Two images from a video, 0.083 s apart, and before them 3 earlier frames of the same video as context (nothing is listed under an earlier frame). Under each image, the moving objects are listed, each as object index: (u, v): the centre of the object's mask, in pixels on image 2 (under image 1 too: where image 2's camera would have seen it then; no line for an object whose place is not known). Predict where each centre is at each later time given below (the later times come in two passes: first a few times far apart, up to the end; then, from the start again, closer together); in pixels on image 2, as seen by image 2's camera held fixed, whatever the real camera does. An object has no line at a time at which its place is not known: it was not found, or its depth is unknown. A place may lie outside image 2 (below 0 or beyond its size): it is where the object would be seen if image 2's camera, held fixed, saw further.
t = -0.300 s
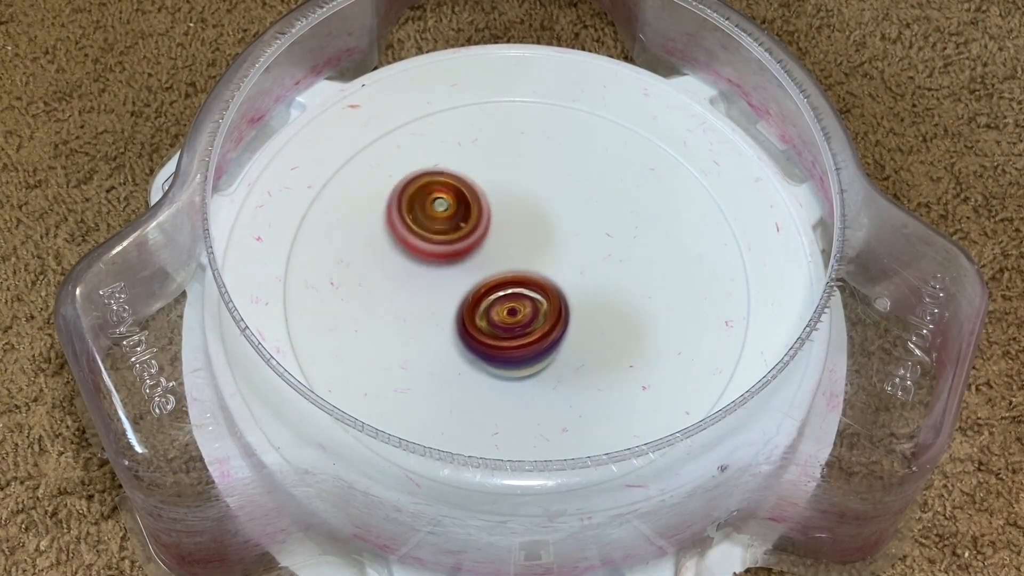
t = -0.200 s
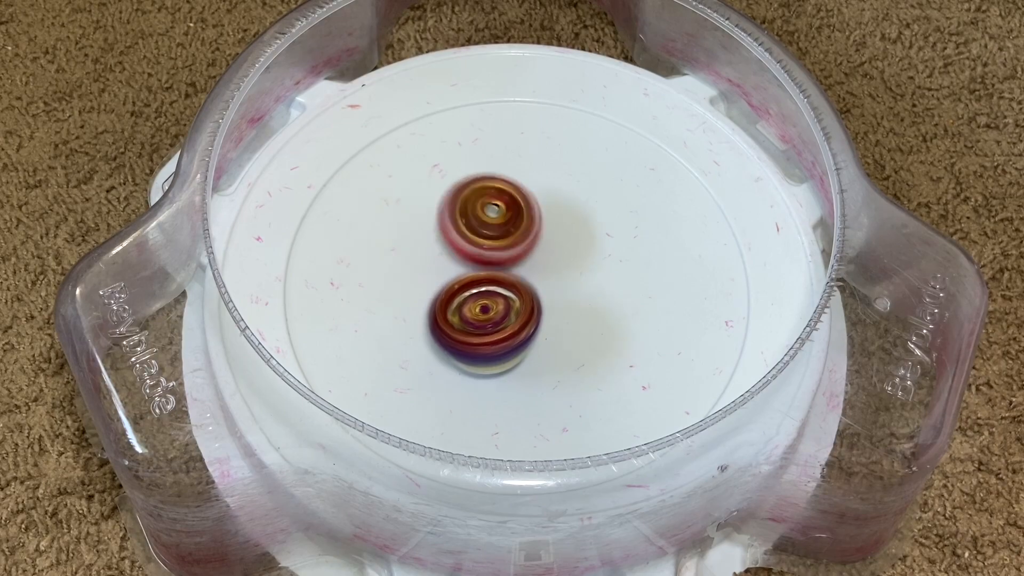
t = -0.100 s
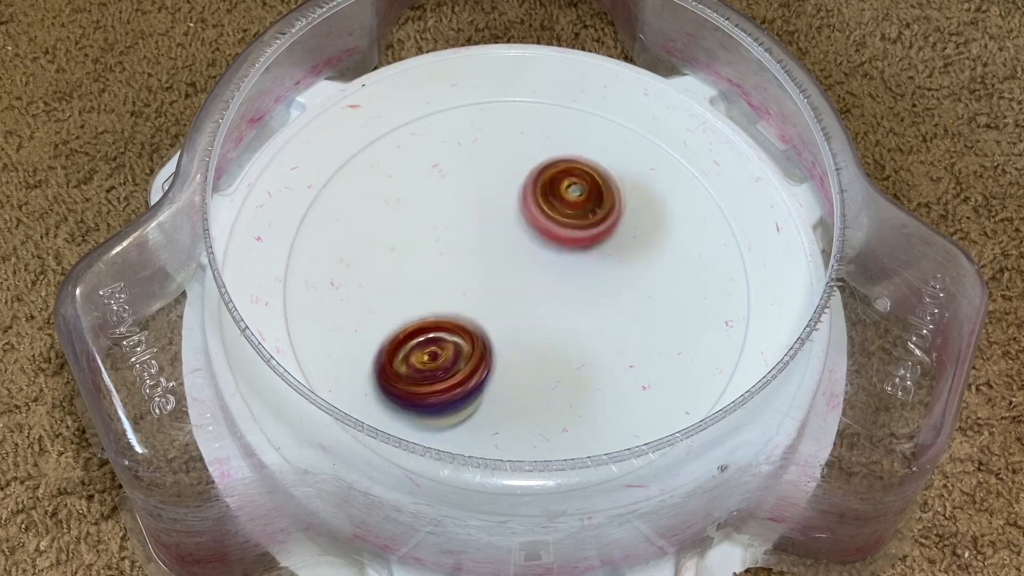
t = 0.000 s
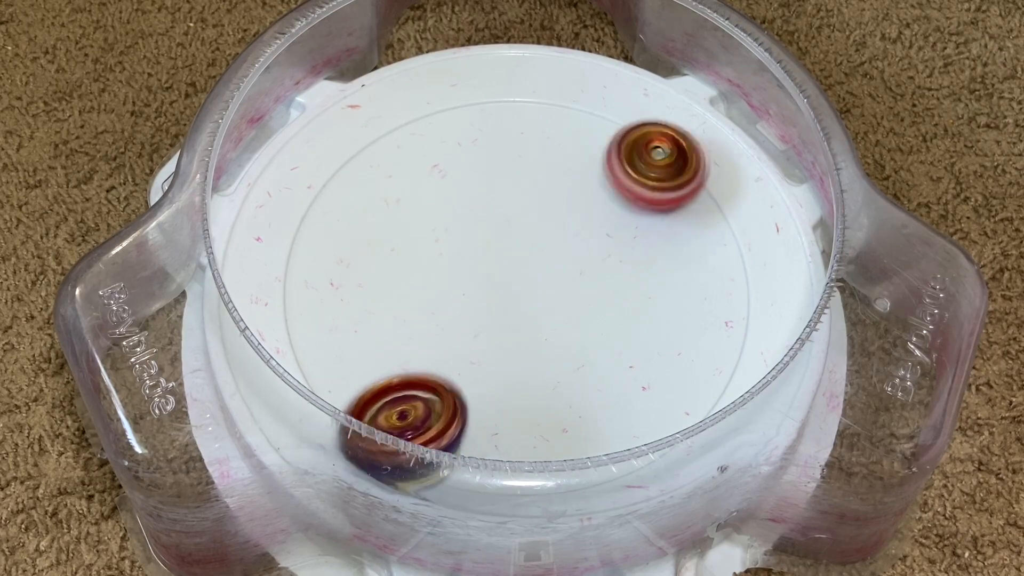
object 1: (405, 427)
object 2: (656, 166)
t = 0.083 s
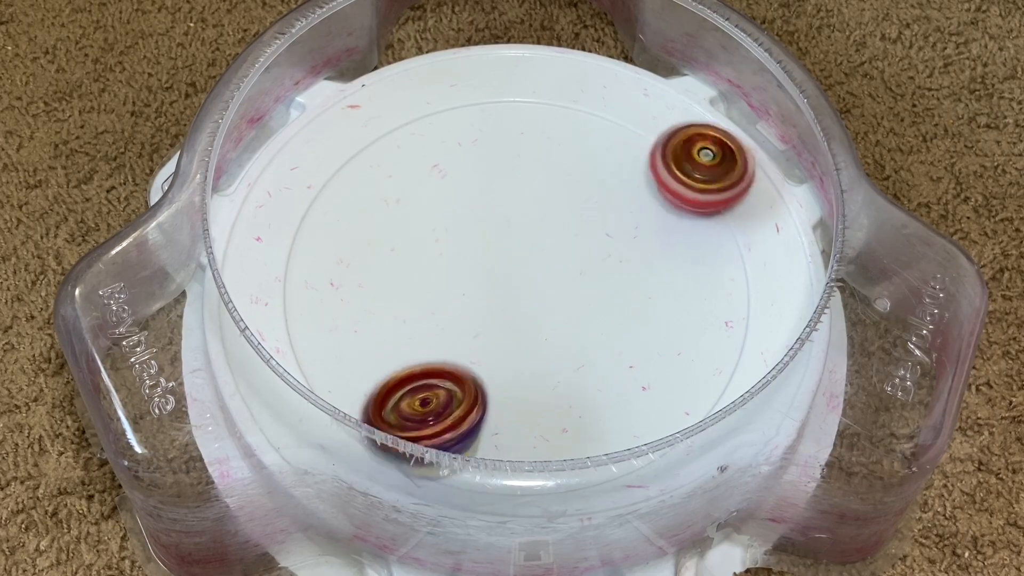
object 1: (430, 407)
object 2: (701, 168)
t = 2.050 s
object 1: (552, 328)
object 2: (592, 141)
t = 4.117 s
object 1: (440, 341)
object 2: (472, 240)
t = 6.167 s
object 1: (499, 411)
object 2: (321, 228)
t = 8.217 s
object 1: (294, 257)
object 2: (488, 192)
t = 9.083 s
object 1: (589, 361)
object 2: (456, 280)
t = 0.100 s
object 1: (434, 404)
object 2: (707, 173)
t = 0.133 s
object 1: (446, 395)
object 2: (715, 186)
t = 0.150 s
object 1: (453, 387)
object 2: (717, 194)
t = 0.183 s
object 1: (471, 369)
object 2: (717, 214)
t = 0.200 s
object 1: (480, 360)
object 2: (716, 224)
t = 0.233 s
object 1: (499, 344)
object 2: (707, 249)
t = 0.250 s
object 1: (508, 337)
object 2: (700, 263)
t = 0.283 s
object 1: (525, 321)
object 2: (683, 293)
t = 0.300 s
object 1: (532, 314)
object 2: (671, 307)
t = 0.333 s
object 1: (542, 298)
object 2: (650, 339)
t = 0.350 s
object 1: (535, 287)
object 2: (649, 358)
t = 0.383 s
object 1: (520, 265)
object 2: (640, 395)
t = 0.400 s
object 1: (512, 255)
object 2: (630, 407)
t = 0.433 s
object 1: (496, 238)
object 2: (614, 450)
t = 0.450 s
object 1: (488, 229)
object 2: (595, 451)
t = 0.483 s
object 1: (470, 214)
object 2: (552, 461)
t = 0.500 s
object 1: (461, 207)
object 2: (529, 459)
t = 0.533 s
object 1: (442, 194)
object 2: (479, 450)
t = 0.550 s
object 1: (433, 189)
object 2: (453, 448)
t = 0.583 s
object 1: (413, 179)
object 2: (406, 429)
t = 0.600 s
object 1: (402, 174)
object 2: (383, 416)
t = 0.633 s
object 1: (382, 168)
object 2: (341, 383)
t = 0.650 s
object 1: (371, 166)
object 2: (332, 358)
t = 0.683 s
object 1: (352, 164)
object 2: (303, 317)
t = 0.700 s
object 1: (345, 165)
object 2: (294, 294)
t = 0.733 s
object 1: (335, 167)
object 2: (289, 246)
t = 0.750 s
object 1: (347, 138)
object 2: (288, 254)
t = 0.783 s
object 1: (376, 89)
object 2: (285, 283)
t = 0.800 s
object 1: (390, 73)
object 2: (289, 302)
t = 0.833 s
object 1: (437, 60)
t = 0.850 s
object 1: (459, 54)
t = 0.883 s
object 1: (502, 48)
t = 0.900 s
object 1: (524, 49)
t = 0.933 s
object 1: (566, 54)
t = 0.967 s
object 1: (602, 61)
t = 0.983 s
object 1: (617, 69)
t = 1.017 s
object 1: (640, 91)
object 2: (341, 452)
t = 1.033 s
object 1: (648, 101)
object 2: (343, 465)
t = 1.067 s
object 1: (662, 128)
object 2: (365, 457)
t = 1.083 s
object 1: (668, 143)
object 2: (374, 456)
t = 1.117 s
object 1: (673, 177)
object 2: (392, 448)
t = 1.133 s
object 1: (673, 192)
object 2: (403, 441)
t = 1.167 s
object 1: (672, 224)
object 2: (421, 435)
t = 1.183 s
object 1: (671, 238)
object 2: (431, 426)
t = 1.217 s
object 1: (665, 267)
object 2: (451, 410)
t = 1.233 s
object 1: (660, 281)
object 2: (459, 406)
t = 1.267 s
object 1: (652, 305)
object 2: (476, 388)
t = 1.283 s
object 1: (647, 315)
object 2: (484, 377)
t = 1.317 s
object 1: (635, 333)
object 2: (500, 355)
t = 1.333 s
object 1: (630, 339)
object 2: (507, 343)
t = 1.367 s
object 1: (621, 351)
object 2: (517, 319)
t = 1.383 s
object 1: (626, 354)
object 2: (516, 306)
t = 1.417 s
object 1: (633, 362)
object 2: (509, 280)
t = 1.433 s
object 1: (635, 365)
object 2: (505, 268)
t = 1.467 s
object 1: (633, 364)
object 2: (500, 245)
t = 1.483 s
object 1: (630, 363)
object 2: (498, 235)
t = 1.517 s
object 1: (625, 358)
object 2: (495, 215)
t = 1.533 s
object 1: (621, 356)
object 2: (495, 206)
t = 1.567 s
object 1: (617, 348)
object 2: (495, 191)
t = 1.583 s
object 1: (614, 343)
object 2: (496, 185)
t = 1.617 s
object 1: (610, 336)
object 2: (499, 175)
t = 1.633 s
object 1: (607, 331)
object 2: (501, 170)
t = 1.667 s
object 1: (602, 318)
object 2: (507, 167)
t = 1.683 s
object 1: (599, 315)
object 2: (511, 166)
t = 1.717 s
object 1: (592, 305)
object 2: (519, 167)
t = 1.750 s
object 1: (586, 295)
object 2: (530, 171)
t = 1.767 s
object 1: (582, 291)
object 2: (536, 175)
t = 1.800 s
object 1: (574, 282)
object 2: (548, 184)
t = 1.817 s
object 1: (570, 277)
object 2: (554, 188)
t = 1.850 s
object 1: (569, 290)
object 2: (562, 176)
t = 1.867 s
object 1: (569, 298)
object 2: (564, 167)
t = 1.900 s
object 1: (568, 312)
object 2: (570, 153)
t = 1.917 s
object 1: (567, 317)
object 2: (572, 148)
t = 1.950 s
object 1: (562, 325)
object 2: (578, 140)
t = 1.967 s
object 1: (561, 328)
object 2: (580, 137)
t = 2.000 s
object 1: (556, 330)
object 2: (585, 136)
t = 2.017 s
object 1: (554, 331)
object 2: (588, 136)
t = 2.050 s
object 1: (552, 328)
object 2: (592, 141)
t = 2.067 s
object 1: (550, 326)
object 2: (594, 145)
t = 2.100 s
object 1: (548, 323)
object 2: (598, 155)
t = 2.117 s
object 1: (547, 320)
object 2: (600, 161)
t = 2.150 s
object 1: (546, 316)
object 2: (601, 176)
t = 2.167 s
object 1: (545, 313)
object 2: (602, 185)
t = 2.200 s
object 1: (544, 308)
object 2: (602, 203)
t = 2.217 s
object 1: (544, 305)
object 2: (601, 213)
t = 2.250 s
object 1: (539, 305)
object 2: (603, 228)
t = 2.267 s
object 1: (536, 308)
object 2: (606, 232)
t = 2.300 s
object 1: (528, 312)
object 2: (612, 239)
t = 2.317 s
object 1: (525, 313)
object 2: (615, 242)
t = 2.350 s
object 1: (520, 314)
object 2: (621, 250)
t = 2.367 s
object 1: (518, 315)
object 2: (624, 255)
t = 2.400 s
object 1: (516, 314)
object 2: (630, 266)
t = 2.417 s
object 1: (516, 312)
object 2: (631, 272)
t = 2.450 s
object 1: (515, 311)
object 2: (629, 286)
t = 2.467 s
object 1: (514, 309)
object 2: (625, 292)
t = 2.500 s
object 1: (478, 312)
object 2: (646, 296)
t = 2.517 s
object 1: (457, 313)
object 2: (660, 296)
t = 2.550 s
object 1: (415, 314)
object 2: (683, 296)
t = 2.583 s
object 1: (381, 316)
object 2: (697, 298)
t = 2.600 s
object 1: (366, 316)
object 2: (700, 299)
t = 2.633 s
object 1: (344, 318)
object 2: (700, 304)
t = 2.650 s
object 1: (334, 320)
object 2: (697, 307)
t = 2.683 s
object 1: (324, 323)
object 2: (685, 314)
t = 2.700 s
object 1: (320, 324)
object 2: (676, 317)
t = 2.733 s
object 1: (319, 328)
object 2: (649, 324)
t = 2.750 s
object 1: (319, 329)
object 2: (633, 325)
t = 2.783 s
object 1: (324, 332)
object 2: (598, 324)
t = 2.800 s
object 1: (328, 333)
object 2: (579, 321)
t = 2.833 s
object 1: (340, 336)
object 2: (543, 312)
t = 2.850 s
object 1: (346, 337)
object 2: (526, 305)
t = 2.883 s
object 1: (363, 338)
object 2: (492, 289)
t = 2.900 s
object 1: (372, 338)
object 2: (477, 281)
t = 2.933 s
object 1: (390, 337)
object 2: (449, 259)
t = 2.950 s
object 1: (400, 336)
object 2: (437, 248)
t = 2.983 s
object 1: (418, 337)
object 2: (416, 223)
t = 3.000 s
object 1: (426, 336)
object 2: (407, 209)
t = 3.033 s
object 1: (444, 332)
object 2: (395, 184)
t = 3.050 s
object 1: (451, 329)
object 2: (391, 171)
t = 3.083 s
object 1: (464, 322)
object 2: (387, 148)
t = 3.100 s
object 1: (470, 318)
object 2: (386, 137)
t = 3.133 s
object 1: (479, 308)
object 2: (389, 119)
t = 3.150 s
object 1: (483, 303)
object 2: (393, 109)
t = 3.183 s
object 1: (488, 291)
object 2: (405, 98)
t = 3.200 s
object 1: (490, 284)
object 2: (415, 100)
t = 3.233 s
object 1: (492, 272)
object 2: (437, 104)
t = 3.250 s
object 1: (493, 266)
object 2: (448, 108)
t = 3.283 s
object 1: (495, 255)
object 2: (472, 117)
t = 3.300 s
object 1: (495, 248)
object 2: (484, 122)
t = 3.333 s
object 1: (498, 235)
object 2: (509, 135)
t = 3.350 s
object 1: (497, 232)
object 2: (522, 142)
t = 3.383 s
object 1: (487, 245)
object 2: (554, 133)
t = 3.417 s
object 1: (478, 264)
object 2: (587, 118)
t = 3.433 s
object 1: (472, 274)
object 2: (603, 112)
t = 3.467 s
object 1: (464, 291)
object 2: (631, 110)
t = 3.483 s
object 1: (462, 298)
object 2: (641, 118)
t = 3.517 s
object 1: (458, 308)
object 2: (660, 141)
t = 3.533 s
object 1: (459, 311)
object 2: (666, 153)
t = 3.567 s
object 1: (464, 317)
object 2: (673, 181)
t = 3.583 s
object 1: (469, 319)
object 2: (674, 196)
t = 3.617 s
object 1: (481, 323)
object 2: (668, 229)
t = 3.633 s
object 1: (488, 325)
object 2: (662, 246)
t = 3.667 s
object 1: (505, 329)
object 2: (642, 278)
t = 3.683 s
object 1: (515, 331)
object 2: (631, 293)
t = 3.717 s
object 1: (501, 342)
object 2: (632, 304)
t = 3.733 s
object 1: (481, 355)
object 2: (643, 301)
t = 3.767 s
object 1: (444, 377)
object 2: (662, 296)
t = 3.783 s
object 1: (427, 388)
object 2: (668, 294)
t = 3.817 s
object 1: (402, 396)
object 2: (675, 288)
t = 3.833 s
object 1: (385, 410)
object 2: (677, 287)
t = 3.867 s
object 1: (375, 415)
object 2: (672, 282)
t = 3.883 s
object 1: (375, 410)
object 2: (668, 281)
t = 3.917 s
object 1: (378, 408)
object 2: (654, 280)
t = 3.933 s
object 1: (387, 392)
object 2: (644, 279)
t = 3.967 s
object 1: (393, 388)
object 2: (620, 280)
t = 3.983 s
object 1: (397, 385)
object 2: (606, 280)
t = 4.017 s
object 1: (408, 374)
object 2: (572, 278)
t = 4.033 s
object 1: (415, 368)
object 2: (553, 276)
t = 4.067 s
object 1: (430, 354)
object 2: (517, 269)
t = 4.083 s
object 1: (436, 347)
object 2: (499, 264)
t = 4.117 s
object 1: (440, 341)
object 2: (472, 240)
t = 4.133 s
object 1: (441, 339)
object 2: (462, 226)
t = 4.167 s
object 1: (442, 335)
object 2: (443, 197)
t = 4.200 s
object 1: (444, 331)
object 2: (430, 168)
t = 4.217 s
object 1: (444, 328)
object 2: (425, 154)
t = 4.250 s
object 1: (444, 323)
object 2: (421, 127)
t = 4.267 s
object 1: (444, 321)
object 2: (420, 116)
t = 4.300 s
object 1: (443, 315)
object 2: (423, 94)
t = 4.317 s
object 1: (442, 311)
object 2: (431, 91)
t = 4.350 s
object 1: (440, 304)
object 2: (446, 93)
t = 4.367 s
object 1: (439, 300)
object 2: (455, 96)
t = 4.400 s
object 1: (435, 291)
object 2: (473, 104)
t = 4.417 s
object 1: (434, 286)
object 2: (483, 108)
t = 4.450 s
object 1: (430, 276)
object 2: (502, 121)
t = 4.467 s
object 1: (428, 270)
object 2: (512, 128)
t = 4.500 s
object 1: (425, 259)
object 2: (530, 143)
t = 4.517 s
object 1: (423, 252)
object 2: (539, 150)
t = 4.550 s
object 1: (421, 239)
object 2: (553, 167)
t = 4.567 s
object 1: (420, 233)
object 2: (558, 177)
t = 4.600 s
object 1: (419, 220)
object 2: (565, 199)
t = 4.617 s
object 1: (418, 213)
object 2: (567, 210)
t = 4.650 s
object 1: (418, 201)
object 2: (566, 234)
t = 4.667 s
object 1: (418, 194)
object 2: (564, 246)
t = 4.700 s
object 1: (421, 182)
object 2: (556, 269)
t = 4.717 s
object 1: (423, 174)
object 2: (550, 281)
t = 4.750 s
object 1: (426, 163)
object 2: (534, 302)
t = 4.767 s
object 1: (428, 159)
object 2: (525, 313)
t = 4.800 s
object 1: (433, 151)
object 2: (503, 330)
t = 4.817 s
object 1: (434, 146)
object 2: (492, 337)
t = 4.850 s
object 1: (440, 138)
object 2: (465, 348)
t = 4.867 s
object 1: (443, 135)
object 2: (454, 352)
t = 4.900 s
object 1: (450, 131)
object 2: (425, 356)
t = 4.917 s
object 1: (455, 129)
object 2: (413, 355)
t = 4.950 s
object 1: (464, 126)
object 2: (385, 352)
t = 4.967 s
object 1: (468, 125)
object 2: (373, 348)
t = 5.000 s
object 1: (479, 124)
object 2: (349, 338)
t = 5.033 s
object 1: (491, 125)
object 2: (328, 323)
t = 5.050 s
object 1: (497, 127)
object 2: (320, 315)
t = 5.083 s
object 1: (511, 130)
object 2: (306, 296)
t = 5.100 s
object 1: (519, 133)
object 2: (301, 285)
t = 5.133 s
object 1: (533, 138)
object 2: (294, 263)
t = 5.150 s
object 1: (541, 140)
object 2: (293, 251)
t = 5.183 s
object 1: (557, 147)
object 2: (303, 228)
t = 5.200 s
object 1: (565, 150)
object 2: (310, 216)
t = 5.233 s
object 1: (580, 158)
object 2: (328, 192)
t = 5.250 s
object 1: (589, 162)
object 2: (340, 182)
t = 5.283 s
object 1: (603, 170)
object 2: (370, 163)
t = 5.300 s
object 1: (610, 174)
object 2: (386, 158)
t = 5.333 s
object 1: (624, 183)
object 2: (424, 150)
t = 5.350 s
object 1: (630, 188)
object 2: (444, 149)
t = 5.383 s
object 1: (644, 198)
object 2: (483, 150)
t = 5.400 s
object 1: (651, 202)
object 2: (503, 153)
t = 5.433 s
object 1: (662, 213)
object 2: (542, 163)
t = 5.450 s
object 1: (666, 217)
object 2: (561, 170)
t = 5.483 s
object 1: (682, 231)
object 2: (591, 182)
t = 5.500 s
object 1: (695, 241)
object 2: (597, 186)
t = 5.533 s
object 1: (722, 261)
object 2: (609, 195)
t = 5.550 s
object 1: (735, 270)
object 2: (615, 201)
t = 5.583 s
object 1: (746, 287)
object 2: (623, 218)
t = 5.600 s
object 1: (748, 297)
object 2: (628, 228)
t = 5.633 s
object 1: (750, 312)
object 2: (634, 250)
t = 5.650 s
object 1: (750, 319)
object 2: (637, 262)
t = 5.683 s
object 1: (748, 330)
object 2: (639, 290)
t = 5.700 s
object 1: (746, 336)
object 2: (639, 305)
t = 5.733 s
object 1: (750, 353)
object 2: (631, 335)
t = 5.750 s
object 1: (749, 358)
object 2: (626, 350)
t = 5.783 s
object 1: (743, 368)
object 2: (607, 379)
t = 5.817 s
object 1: (735, 377)
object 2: (581, 404)
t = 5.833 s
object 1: (729, 381)
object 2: (565, 412)
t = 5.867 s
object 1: (718, 390)
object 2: (526, 422)
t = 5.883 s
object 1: (711, 393)
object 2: (508, 424)
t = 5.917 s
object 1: (694, 399)
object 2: (462, 437)
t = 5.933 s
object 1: (684, 402)
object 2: (440, 434)
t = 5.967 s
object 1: (660, 401)
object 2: (400, 419)
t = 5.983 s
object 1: (650, 404)
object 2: (381, 411)
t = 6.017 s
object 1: (627, 410)
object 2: (355, 378)
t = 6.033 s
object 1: (616, 413)
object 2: (341, 364)
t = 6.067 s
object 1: (589, 418)
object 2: (316, 335)
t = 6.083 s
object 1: (575, 418)
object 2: (308, 318)
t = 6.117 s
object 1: (545, 418)
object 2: (305, 281)
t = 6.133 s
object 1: (530, 416)
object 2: (307, 263)
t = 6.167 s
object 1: (499, 411)
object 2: (321, 228)
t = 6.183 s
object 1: (483, 406)
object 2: (331, 213)
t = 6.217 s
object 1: (454, 397)
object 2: (356, 184)
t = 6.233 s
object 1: (440, 392)
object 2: (371, 171)
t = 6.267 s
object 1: (414, 381)
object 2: (405, 150)
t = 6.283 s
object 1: (401, 374)
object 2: (422, 142)
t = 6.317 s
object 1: (378, 359)
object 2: (460, 130)
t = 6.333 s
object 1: (369, 352)
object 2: (479, 125)
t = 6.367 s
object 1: (352, 337)
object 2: (519, 121)
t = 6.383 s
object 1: (344, 329)
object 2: (539, 122)
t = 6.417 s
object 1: (332, 314)
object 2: (577, 125)
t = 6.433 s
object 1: (328, 306)
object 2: (596, 128)
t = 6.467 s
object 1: (321, 292)
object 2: (632, 139)
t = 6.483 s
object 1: (318, 284)
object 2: (650, 147)
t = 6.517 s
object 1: (316, 270)
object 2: (682, 164)
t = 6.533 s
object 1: (318, 263)
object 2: (696, 174)
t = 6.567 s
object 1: (320, 250)
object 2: (722, 197)
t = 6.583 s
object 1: (321, 245)
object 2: (734, 211)
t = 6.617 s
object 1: (327, 233)
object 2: (745, 243)
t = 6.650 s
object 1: (335, 223)
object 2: (742, 279)
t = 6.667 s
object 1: (340, 218)
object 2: (740, 297)
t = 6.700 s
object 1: (350, 209)
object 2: (729, 333)
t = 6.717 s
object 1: (355, 204)
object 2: (718, 350)
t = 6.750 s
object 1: (371, 194)
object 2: (696, 385)
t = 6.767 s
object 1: (379, 189)
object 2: (680, 400)
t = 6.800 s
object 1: (396, 181)
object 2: (640, 426)
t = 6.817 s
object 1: (404, 178)
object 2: (617, 435)
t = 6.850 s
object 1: (421, 171)
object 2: (570, 444)
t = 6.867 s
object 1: (431, 168)
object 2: (544, 445)
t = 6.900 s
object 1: (449, 162)
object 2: (493, 440)
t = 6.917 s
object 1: (458, 161)
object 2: (469, 434)
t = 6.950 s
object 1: (477, 156)
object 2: (425, 414)
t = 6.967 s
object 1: (486, 153)
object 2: (409, 396)
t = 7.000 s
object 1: (505, 150)
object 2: (374, 371)
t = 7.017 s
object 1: (514, 150)
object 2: (359, 356)
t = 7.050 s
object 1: (532, 148)
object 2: (339, 321)
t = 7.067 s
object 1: (541, 147)
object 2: (332, 302)
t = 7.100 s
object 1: (558, 147)
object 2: (325, 267)
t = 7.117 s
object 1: (567, 148)
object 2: (325, 249)
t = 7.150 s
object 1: (583, 150)
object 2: (328, 215)
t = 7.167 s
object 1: (590, 150)
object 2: (332, 199)
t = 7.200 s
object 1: (604, 154)
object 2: (346, 168)
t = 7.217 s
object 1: (611, 157)
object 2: (355, 155)
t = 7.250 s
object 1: (625, 164)
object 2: (376, 129)
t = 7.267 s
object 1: (630, 168)
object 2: (389, 117)
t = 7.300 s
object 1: (640, 177)
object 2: (417, 98)
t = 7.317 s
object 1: (645, 183)
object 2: (434, 91)
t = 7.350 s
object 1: (652, 195)
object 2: (468, 86)
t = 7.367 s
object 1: (655, 202)
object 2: (487, 85)
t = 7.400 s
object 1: (661, 215)
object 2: (525, 86)
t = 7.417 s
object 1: (663, 221)
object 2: (545, 88)
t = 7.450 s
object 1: (666, 235)
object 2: (583, 97)
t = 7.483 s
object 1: (667, 250)
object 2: (620, 110)
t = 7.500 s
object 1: (667, 259)
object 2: (635, 120)
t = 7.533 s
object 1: (666, 274)
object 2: (665, 144)
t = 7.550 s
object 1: (665, 282)
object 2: (676, 158)
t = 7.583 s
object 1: (661, 300)
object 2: (695, 190)
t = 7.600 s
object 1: (659, 308)
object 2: (702, 208)
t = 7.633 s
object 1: (650, 327)
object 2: (709, 241)
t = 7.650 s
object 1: (639, 347)
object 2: (718, 240)
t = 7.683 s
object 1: (610, 385)
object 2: (732, 245)
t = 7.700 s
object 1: (594, 405)
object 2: (739, 251)
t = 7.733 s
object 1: (563, 426)
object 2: (735, 253)
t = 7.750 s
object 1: (548, 432)
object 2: (729, 257)
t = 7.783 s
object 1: (503, 470)
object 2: (718, 265)
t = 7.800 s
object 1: (484, 477)
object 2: (710, 268)
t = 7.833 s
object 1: (433, 504)
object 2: (690, 274)
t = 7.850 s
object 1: (424, 487)
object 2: (678, 274)
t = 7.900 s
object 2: (637, 282)
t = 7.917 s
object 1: (384, 439)
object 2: (624, 285)
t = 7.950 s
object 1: (370, 412)
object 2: (595, 288)
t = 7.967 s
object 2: (581, 289)
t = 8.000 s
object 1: (362, 377)
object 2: (551, 292)
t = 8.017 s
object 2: (536, 291)
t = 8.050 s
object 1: (354, 336)
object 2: (508, 289)
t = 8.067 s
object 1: (356, 323)
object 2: (494, 286)
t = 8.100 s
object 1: (357, 297)
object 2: (470, 278)
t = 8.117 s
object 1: (360, 286)
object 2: (461, 273)
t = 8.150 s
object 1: (335, 274)
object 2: (470, 246)
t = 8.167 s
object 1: (322, 269)
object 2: (476, 232)
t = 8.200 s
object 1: (303, 260)
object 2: (485, 205)
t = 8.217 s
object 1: (294, 257)
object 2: (488, 192)
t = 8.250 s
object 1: (284, 253)
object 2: (495, 168)
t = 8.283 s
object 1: (277, 251)
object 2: (502, 146)
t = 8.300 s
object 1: (277, 247)
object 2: (506, 137)
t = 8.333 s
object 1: (277, 246)
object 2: (514, 121)
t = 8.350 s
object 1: (279, 246)
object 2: (517, 115)
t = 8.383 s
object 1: (286, 248)
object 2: (525, 107)
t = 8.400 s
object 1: (291, 248)
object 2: (529, 104)
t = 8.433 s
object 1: (307, 253)
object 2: (535, 103)
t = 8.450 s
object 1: (317, 254)
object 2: (537, 104)
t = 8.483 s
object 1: (338, 253)
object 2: (540, 109)
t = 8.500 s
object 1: (351, 252)
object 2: (541, 113)
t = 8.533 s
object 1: (378, 249)
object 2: (542, 123)
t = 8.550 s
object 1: (395, 250)
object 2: (542, 129)
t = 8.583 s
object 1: (424, 252)
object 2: (542, 144)
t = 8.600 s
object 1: (439, 253)
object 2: (542, 151)
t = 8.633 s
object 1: (469, 260)
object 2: (542, 169)
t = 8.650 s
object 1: (482, 259)
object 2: (541, 179)
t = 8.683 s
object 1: (501, 276)
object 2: (545, 185)
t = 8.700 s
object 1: (506, 284)
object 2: (549, 186)
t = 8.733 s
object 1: (520, 307)
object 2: (553, 189)
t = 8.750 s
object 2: (554, 191)
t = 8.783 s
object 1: (534, 331)
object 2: (555, 196)
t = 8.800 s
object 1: (537, 335)
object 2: (555, 199)
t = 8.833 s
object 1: (547, 345)
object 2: (553, 207)
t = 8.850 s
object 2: (550, 211)
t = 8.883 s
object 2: (544, 222)
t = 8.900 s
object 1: (559, 350)
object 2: (540, 228)
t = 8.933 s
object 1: (563, 347)
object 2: (531, 240)
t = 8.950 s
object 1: (565, 346)
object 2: (526, 246)
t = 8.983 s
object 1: (566, 344)
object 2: (513, 258)
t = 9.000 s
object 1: (566, 342)
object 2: (506, 264)
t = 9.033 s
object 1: (566, 343)
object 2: (492, 277)
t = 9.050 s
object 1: (572, 349)
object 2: (482, 281)
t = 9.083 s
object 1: (589, 361)
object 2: (456, 280)
